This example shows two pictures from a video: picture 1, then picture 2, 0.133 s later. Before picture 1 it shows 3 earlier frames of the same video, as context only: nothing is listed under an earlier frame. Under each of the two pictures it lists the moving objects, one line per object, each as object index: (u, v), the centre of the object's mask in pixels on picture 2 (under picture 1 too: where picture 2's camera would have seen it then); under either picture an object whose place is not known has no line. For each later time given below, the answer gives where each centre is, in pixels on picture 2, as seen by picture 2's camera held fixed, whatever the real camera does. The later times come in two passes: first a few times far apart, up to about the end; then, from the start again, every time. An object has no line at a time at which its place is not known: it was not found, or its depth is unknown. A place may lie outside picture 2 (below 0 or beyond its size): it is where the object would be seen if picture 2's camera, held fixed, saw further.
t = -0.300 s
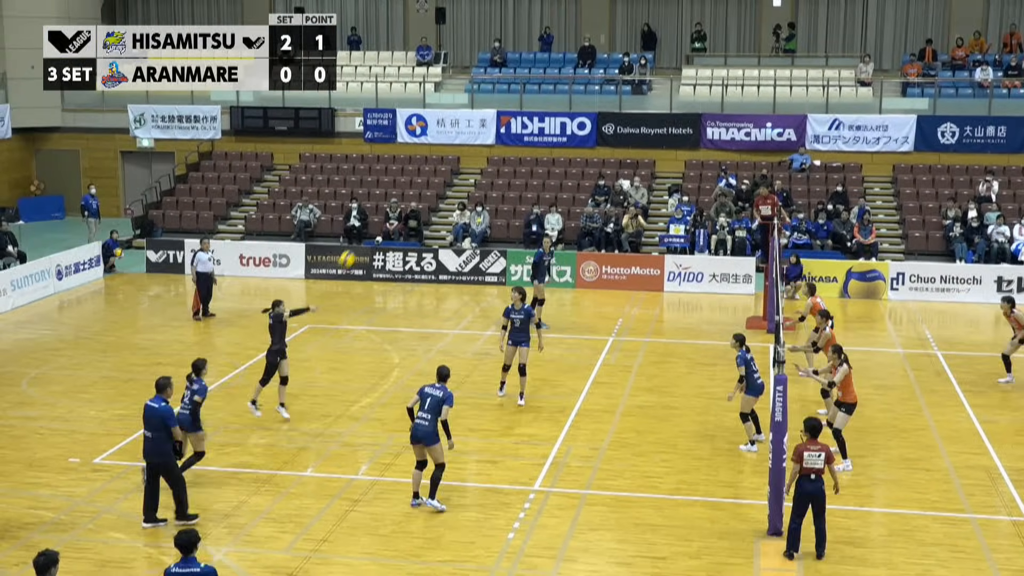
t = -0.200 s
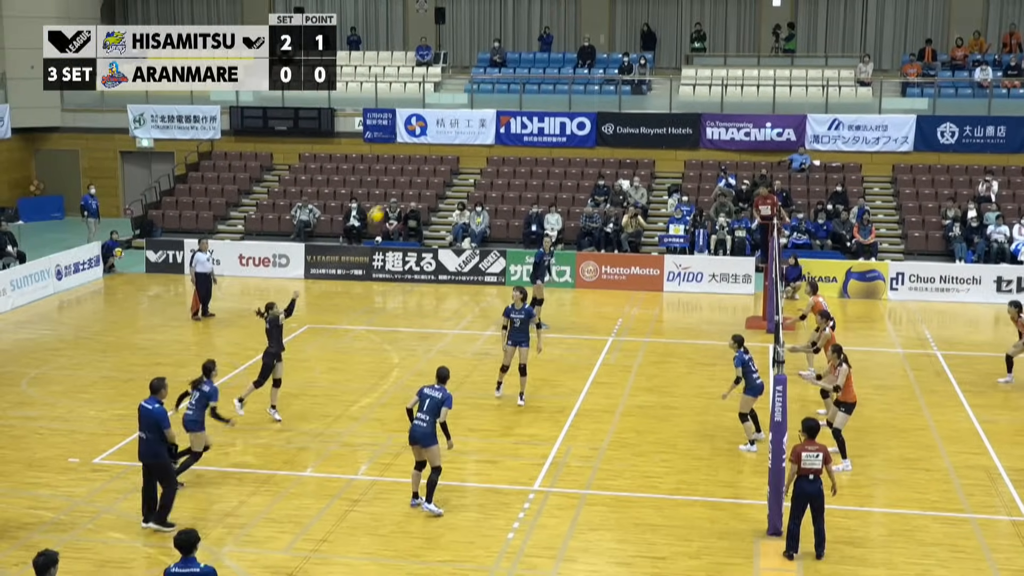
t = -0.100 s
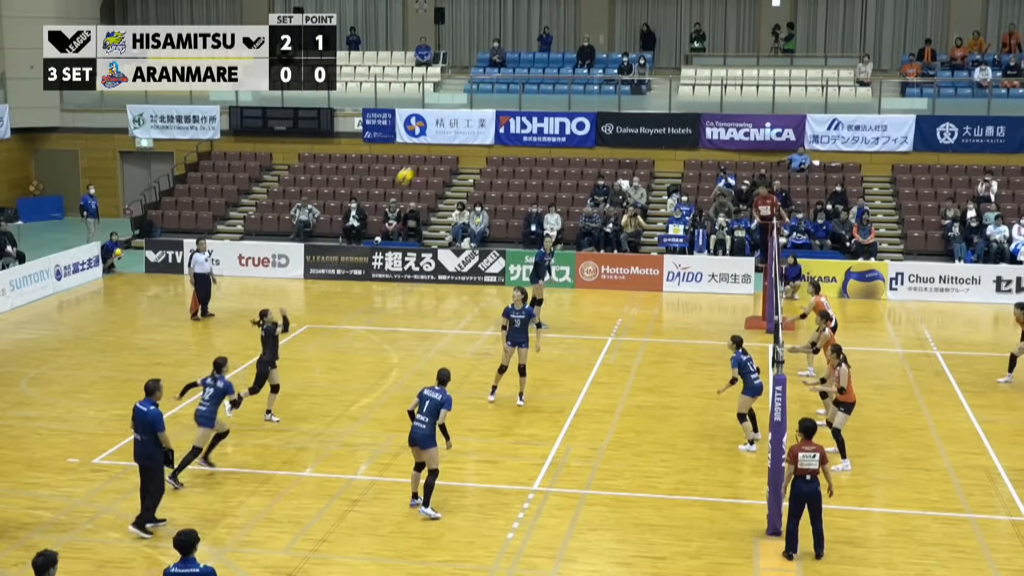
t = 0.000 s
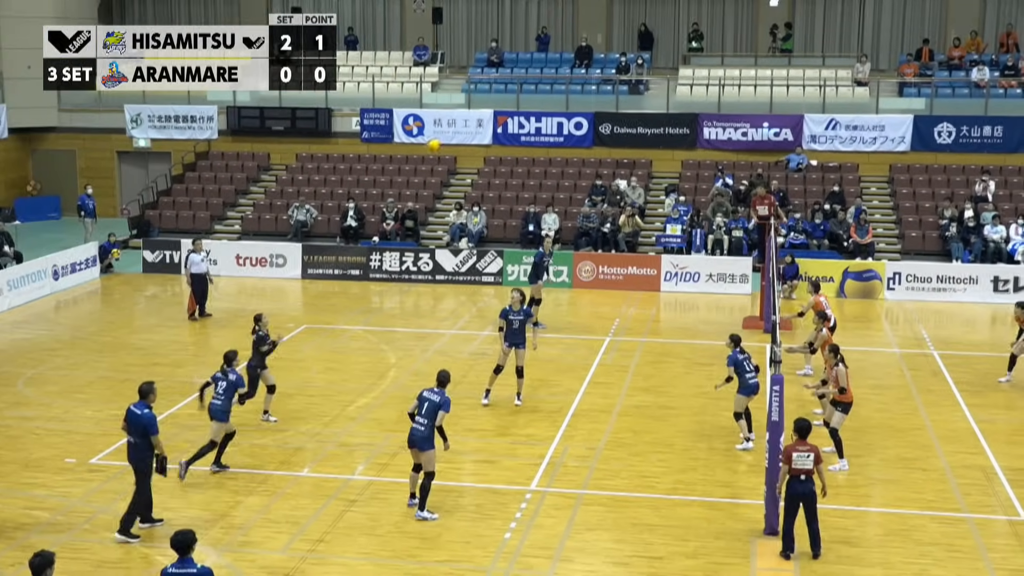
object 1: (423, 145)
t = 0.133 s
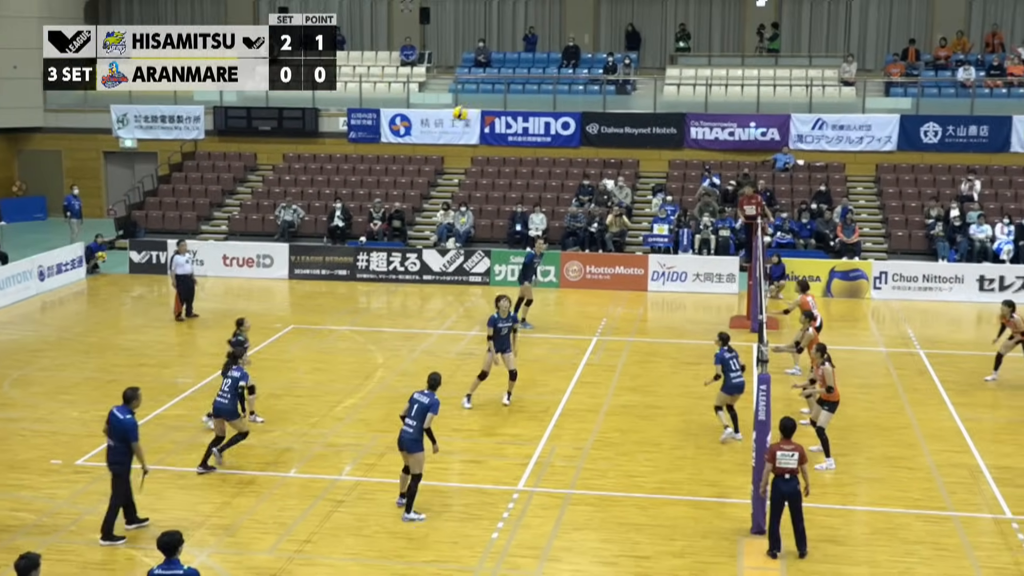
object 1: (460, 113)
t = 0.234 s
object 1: (488, 99)
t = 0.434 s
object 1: (544, 89)
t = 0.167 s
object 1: (470, 107)
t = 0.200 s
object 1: (478, 103)
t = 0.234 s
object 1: (488, 99)
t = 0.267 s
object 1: (497, 95)
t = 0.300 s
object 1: (507, 92)
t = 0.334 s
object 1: (516, 90)
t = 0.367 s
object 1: (526, 89)
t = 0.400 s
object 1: (535, 89)
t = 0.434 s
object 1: (544, 89)
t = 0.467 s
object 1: (553, 91)
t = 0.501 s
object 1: (561, 93)
